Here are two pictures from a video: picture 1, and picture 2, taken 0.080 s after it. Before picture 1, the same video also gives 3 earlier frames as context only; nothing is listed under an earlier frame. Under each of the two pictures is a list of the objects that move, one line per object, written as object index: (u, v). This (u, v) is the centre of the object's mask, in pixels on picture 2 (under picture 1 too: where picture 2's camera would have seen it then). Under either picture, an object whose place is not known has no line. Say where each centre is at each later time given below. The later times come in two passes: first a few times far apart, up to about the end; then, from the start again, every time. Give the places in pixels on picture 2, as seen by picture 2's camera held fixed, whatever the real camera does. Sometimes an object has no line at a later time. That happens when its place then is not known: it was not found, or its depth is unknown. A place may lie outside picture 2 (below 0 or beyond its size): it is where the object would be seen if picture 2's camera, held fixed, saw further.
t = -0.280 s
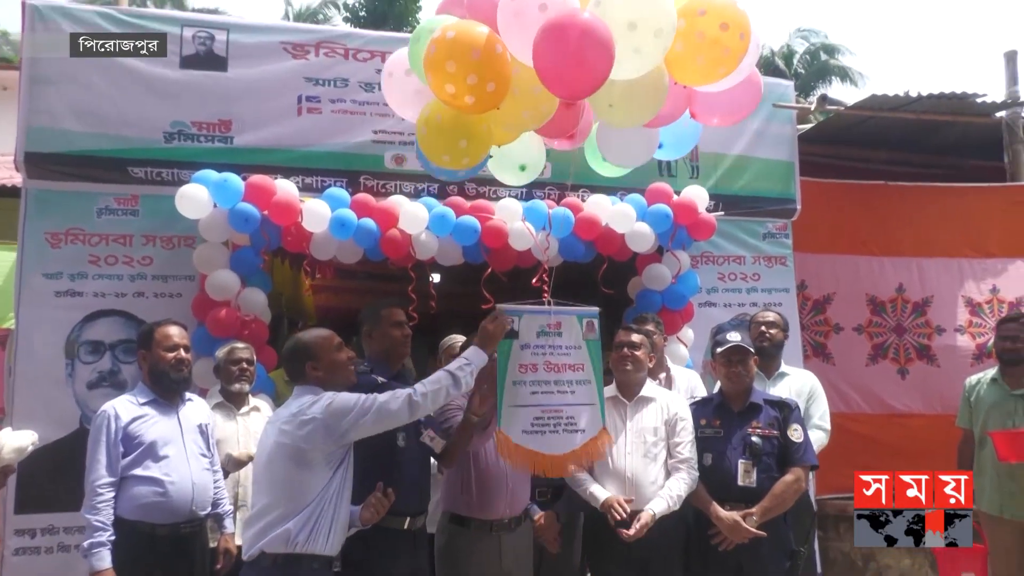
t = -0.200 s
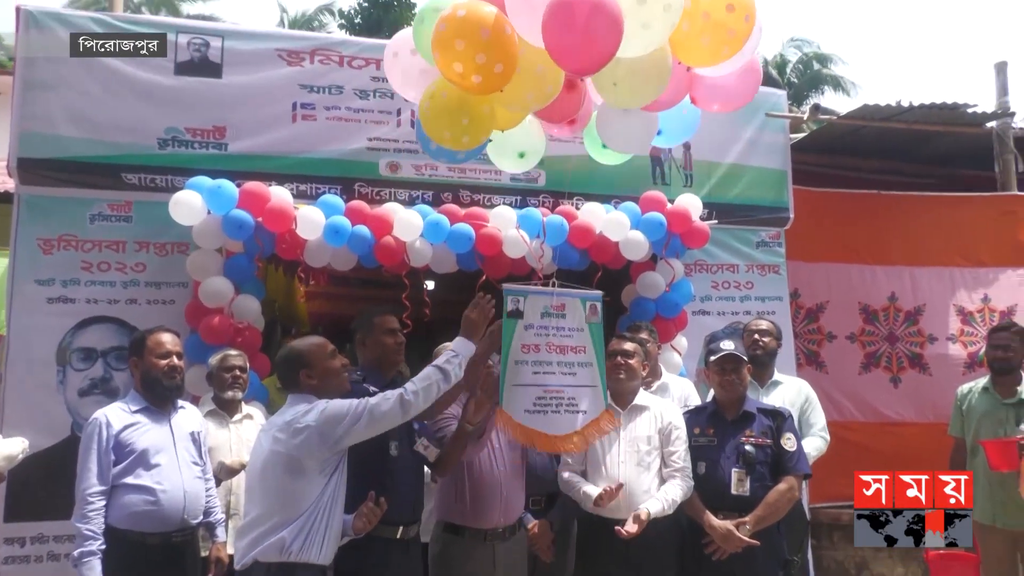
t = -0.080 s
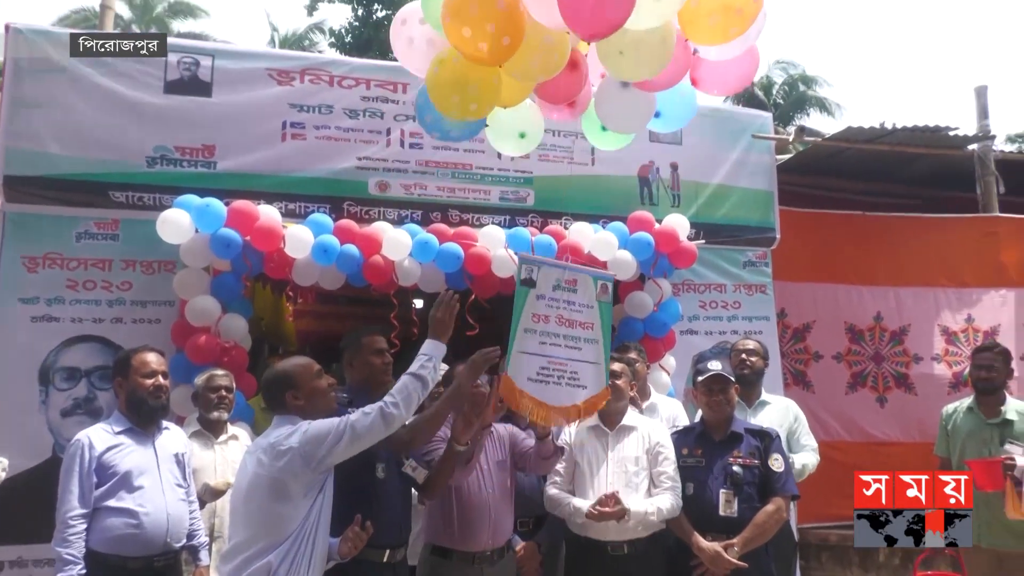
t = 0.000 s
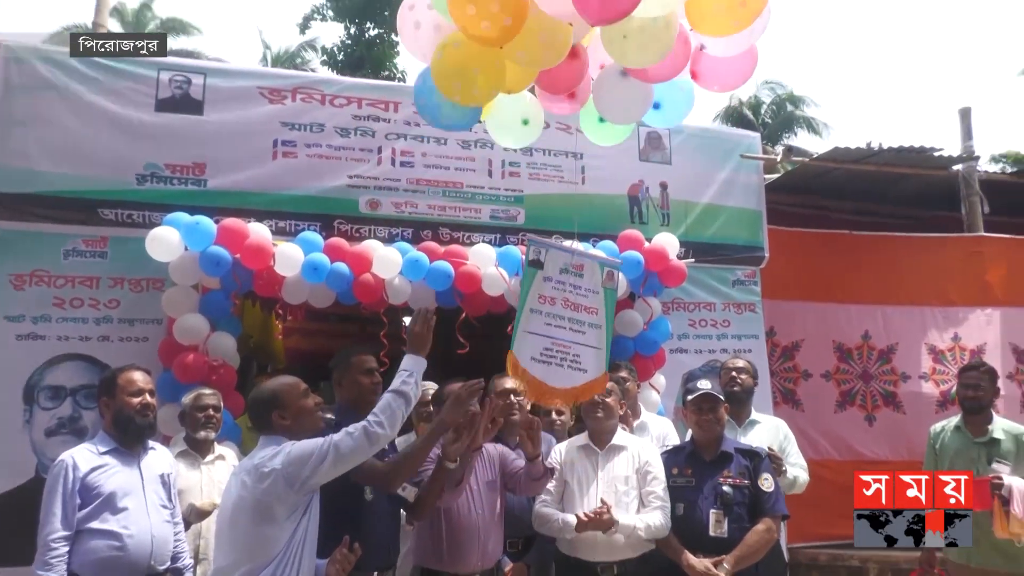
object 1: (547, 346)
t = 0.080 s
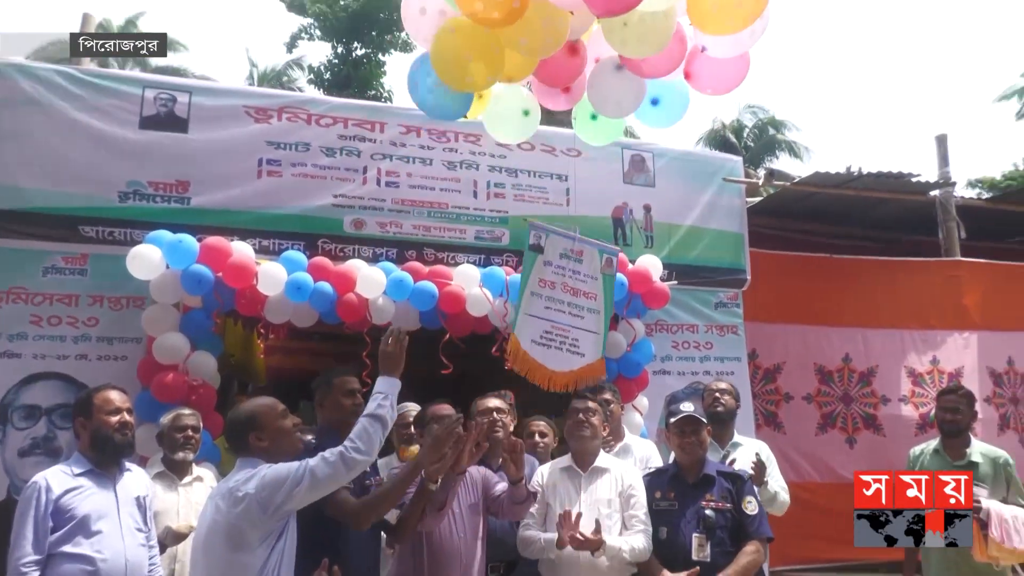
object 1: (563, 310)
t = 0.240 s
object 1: (596, 229)
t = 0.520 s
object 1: (651, 95)
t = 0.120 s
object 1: (571, 291)
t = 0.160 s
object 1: (579, 270)
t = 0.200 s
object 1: (588, 250)
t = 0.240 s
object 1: (596, 229)
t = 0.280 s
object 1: (606, 208)
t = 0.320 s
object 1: (614, 190)
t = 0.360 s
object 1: (623, 173)
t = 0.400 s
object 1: (630, 154)
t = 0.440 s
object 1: (638, 135)
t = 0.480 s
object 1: (645, 116)
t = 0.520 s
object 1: (651, 95)
